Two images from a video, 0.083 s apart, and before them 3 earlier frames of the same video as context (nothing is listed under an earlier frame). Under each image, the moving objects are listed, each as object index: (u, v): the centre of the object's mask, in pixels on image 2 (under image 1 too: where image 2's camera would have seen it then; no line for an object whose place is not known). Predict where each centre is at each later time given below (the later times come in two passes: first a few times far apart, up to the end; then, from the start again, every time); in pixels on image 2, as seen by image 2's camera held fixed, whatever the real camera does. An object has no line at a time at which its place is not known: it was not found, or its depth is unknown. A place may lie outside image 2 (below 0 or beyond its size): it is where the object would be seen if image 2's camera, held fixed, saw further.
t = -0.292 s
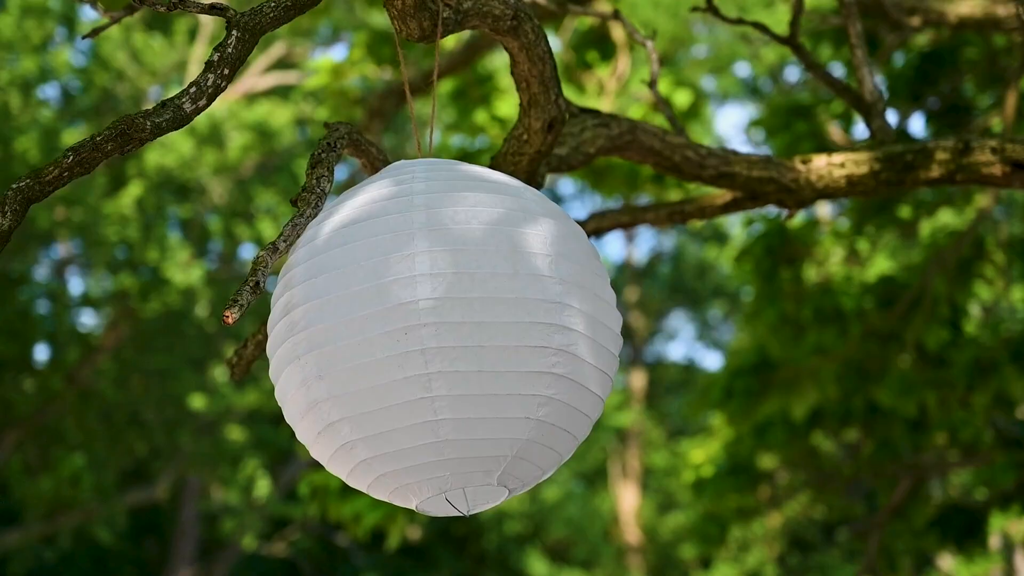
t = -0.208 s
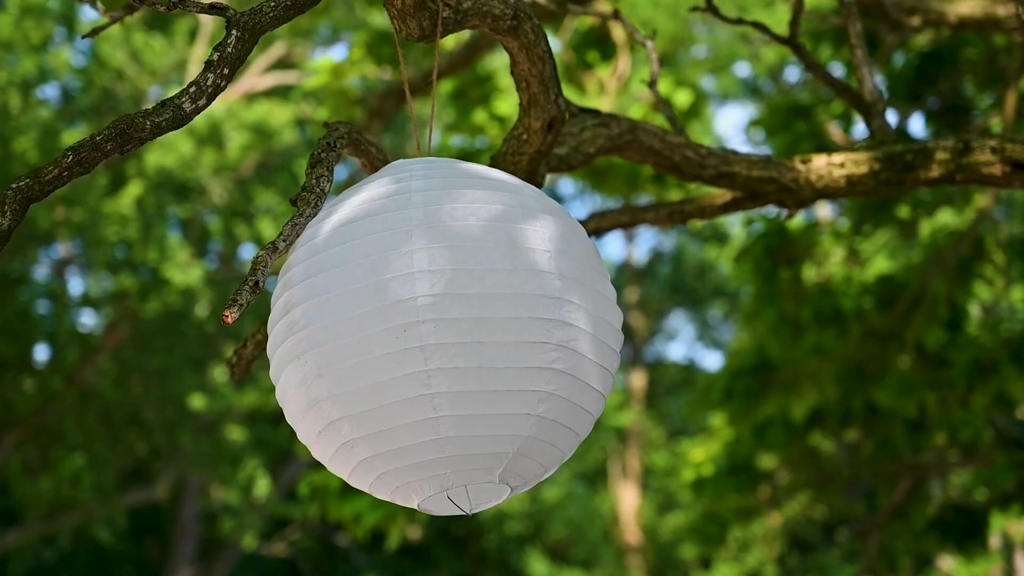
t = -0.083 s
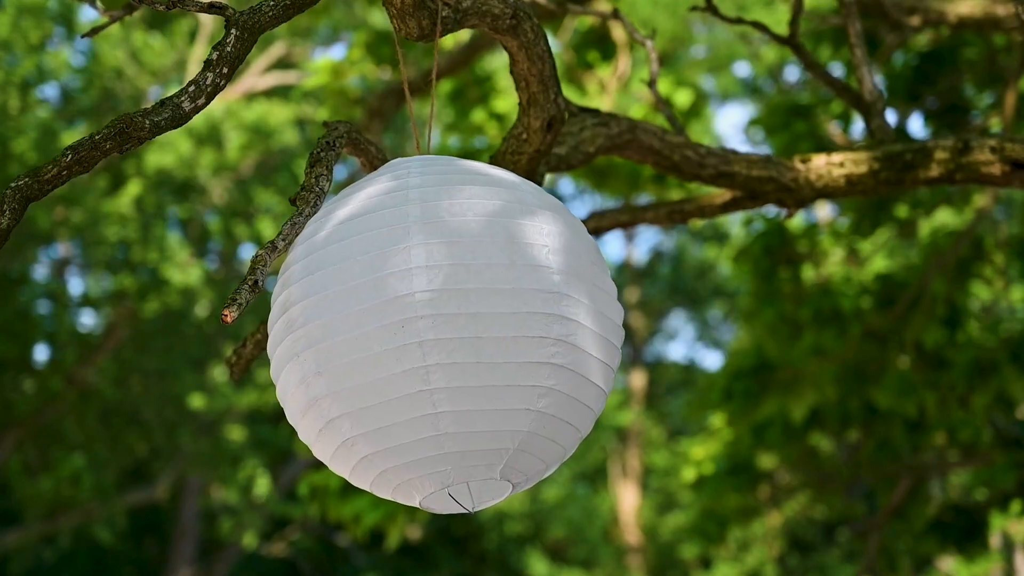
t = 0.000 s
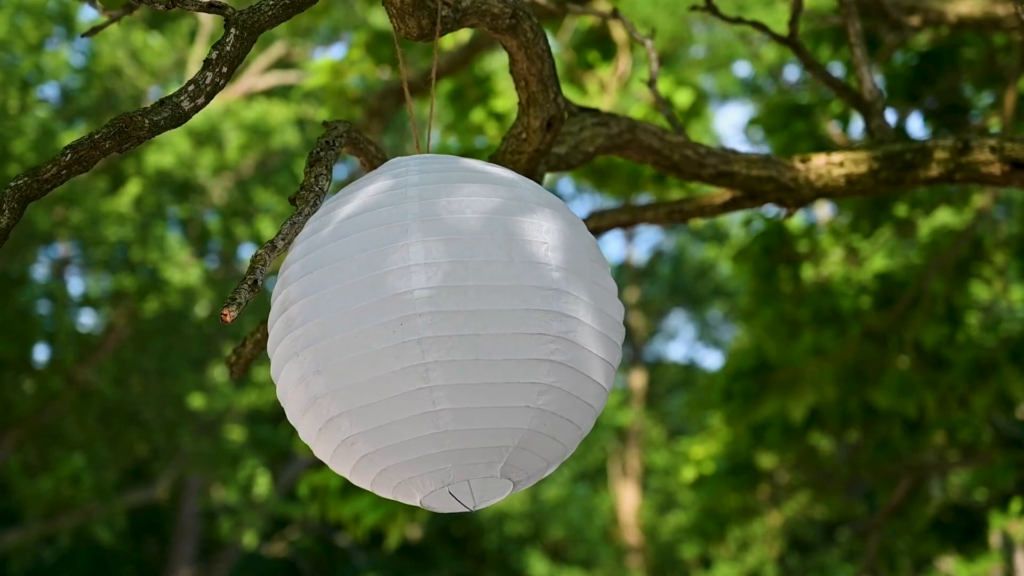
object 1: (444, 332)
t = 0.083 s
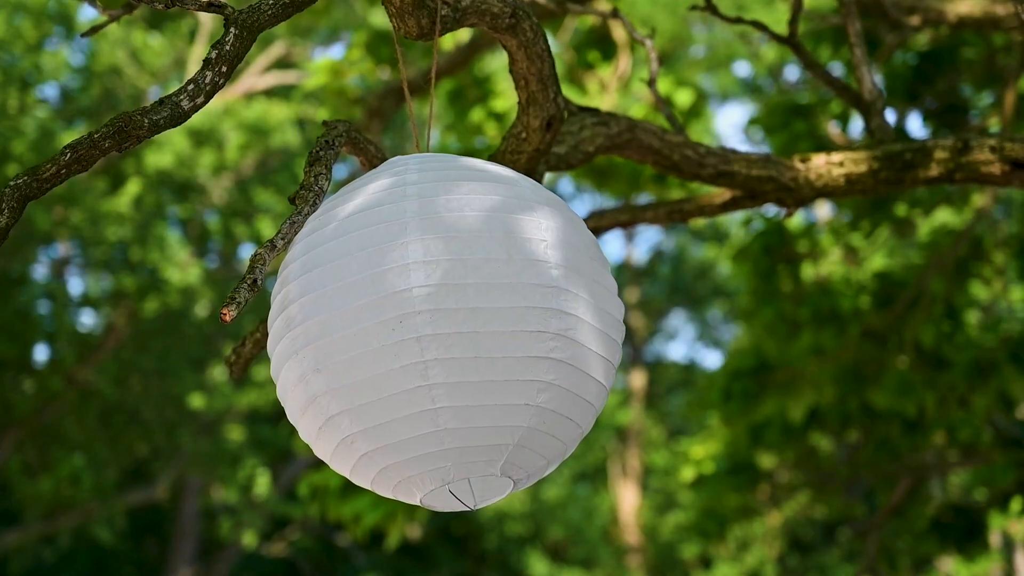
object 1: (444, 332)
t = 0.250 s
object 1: (445, 332)
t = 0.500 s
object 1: (444, 334)
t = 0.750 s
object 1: (442, 337)
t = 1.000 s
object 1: (437, 340)
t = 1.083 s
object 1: (436, 342)
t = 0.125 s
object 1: (444, 332)
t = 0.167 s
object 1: (445, 332)
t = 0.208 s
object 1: (445, 332)
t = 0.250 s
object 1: (445, 332)
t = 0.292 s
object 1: (445, 332)
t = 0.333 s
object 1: (445, 332)
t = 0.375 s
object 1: (445, 333)
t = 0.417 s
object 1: (445, 333)
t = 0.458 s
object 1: (445, 334)
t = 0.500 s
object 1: (444, 334)
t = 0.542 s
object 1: (444, 334)
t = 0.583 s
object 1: (444, 335)
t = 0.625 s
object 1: (443, 335)
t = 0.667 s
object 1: (443, 336)
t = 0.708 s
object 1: (443, 336)
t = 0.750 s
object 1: (442, 337)
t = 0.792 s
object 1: (441, 337)
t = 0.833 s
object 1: (440, 338)
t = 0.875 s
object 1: (440, 338)
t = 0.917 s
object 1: (439, 339)
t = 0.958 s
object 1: (438, 340)
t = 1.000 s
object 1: (437, 340)
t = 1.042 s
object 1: (437, 341)
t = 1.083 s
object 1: (436, 342)
